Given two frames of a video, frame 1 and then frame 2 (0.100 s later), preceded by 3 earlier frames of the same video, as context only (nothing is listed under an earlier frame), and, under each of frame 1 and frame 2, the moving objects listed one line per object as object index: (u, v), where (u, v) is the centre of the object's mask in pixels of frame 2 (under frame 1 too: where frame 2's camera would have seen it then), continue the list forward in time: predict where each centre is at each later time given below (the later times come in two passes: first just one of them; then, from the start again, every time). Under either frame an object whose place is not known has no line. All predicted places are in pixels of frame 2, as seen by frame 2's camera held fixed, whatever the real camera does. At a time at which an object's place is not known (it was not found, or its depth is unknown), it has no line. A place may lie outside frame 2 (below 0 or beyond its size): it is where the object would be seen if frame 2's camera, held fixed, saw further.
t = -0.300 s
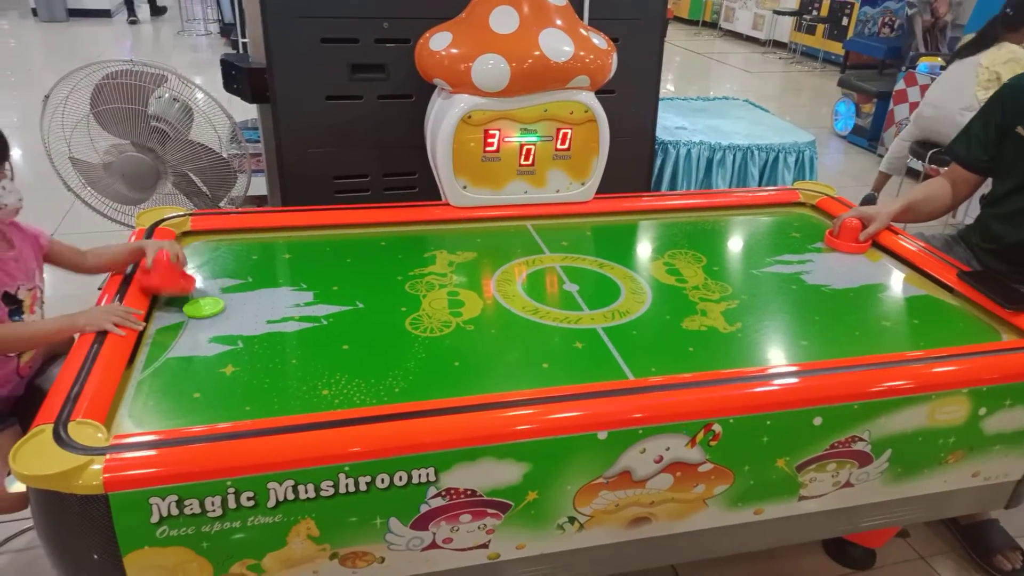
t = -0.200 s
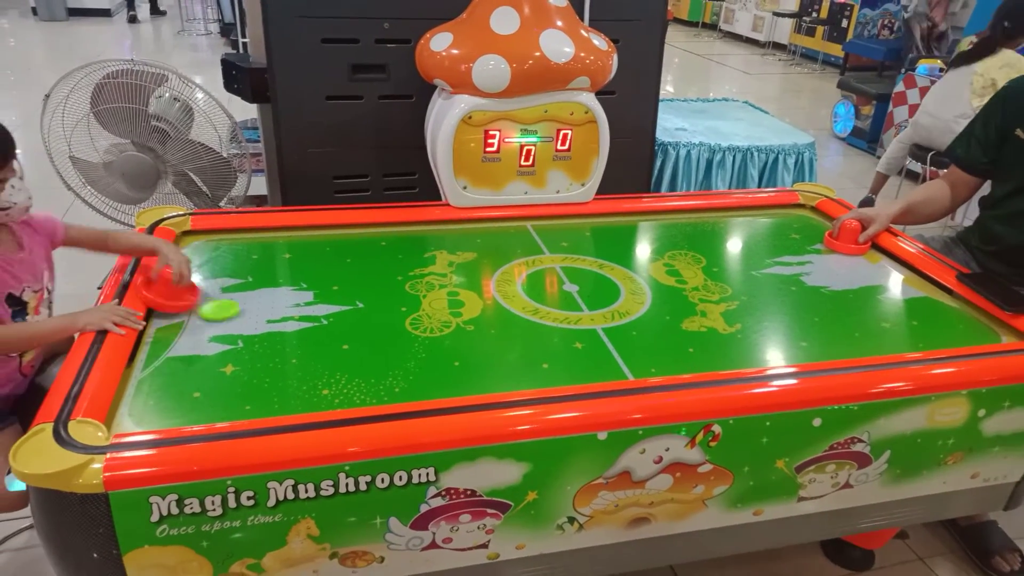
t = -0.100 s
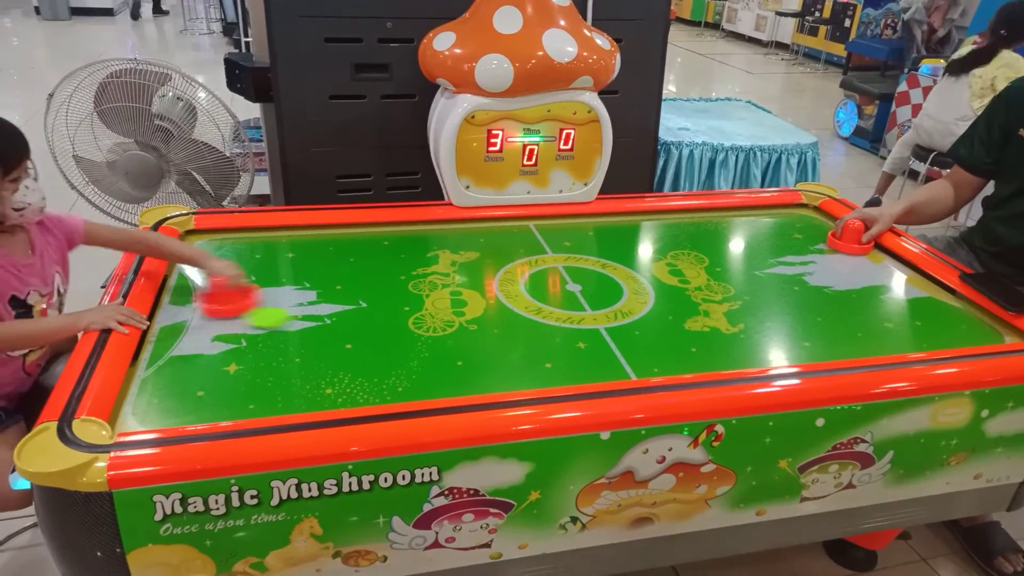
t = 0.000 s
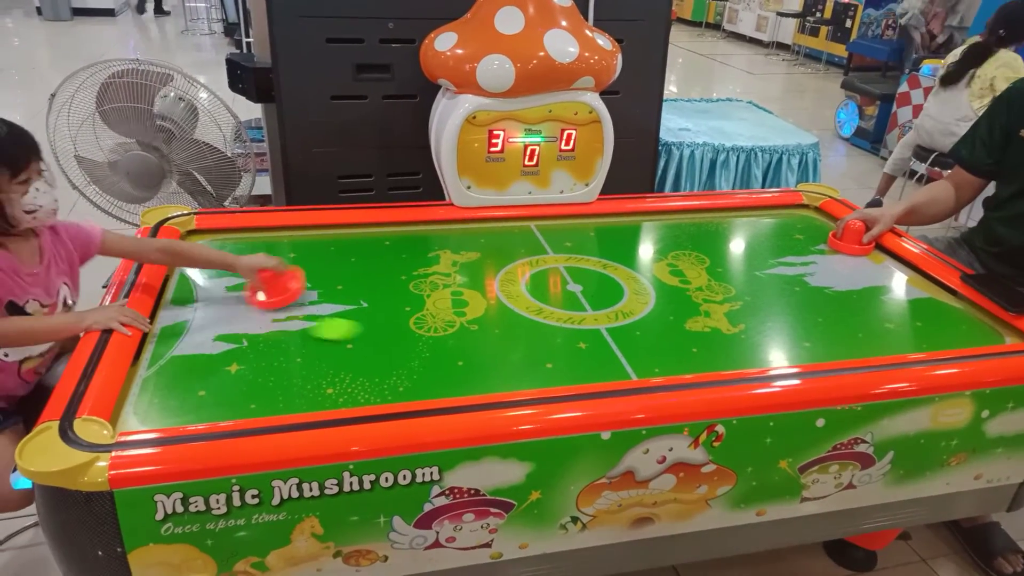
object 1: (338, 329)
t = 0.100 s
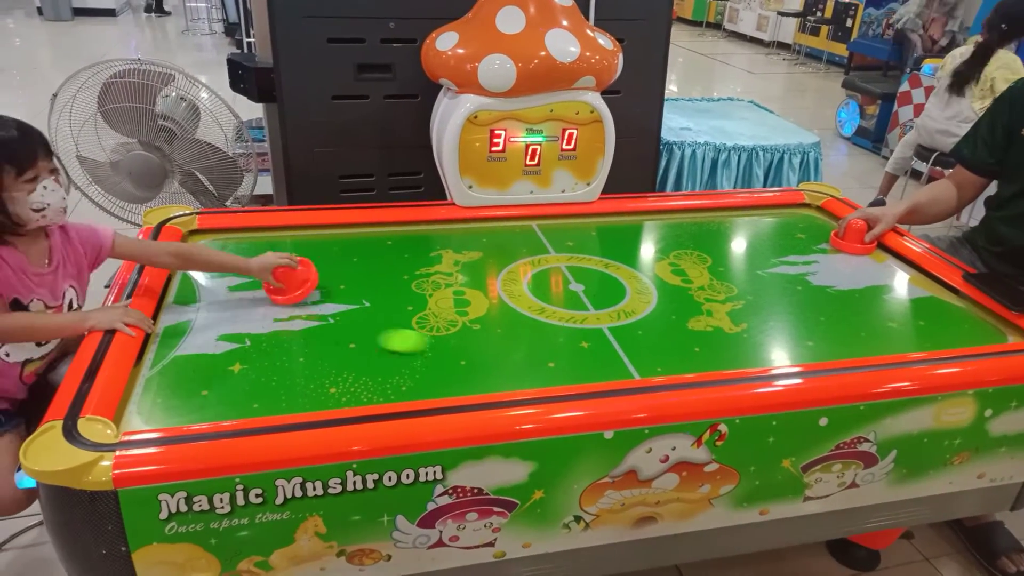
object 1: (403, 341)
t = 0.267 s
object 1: (518, 363)
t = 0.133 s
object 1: (426, 345)
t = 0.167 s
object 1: (448, 350)
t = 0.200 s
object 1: (471, 354)
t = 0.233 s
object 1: (494, 358)
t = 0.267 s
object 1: (518, 363)
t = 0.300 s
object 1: (542, 368)
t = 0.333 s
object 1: (566, 372)
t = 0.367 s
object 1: (588, 374)
